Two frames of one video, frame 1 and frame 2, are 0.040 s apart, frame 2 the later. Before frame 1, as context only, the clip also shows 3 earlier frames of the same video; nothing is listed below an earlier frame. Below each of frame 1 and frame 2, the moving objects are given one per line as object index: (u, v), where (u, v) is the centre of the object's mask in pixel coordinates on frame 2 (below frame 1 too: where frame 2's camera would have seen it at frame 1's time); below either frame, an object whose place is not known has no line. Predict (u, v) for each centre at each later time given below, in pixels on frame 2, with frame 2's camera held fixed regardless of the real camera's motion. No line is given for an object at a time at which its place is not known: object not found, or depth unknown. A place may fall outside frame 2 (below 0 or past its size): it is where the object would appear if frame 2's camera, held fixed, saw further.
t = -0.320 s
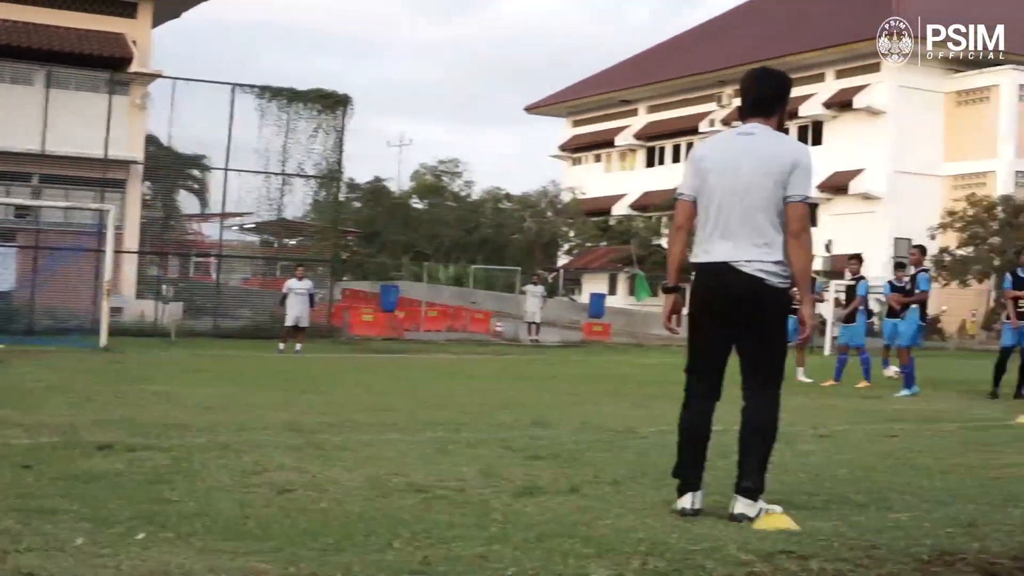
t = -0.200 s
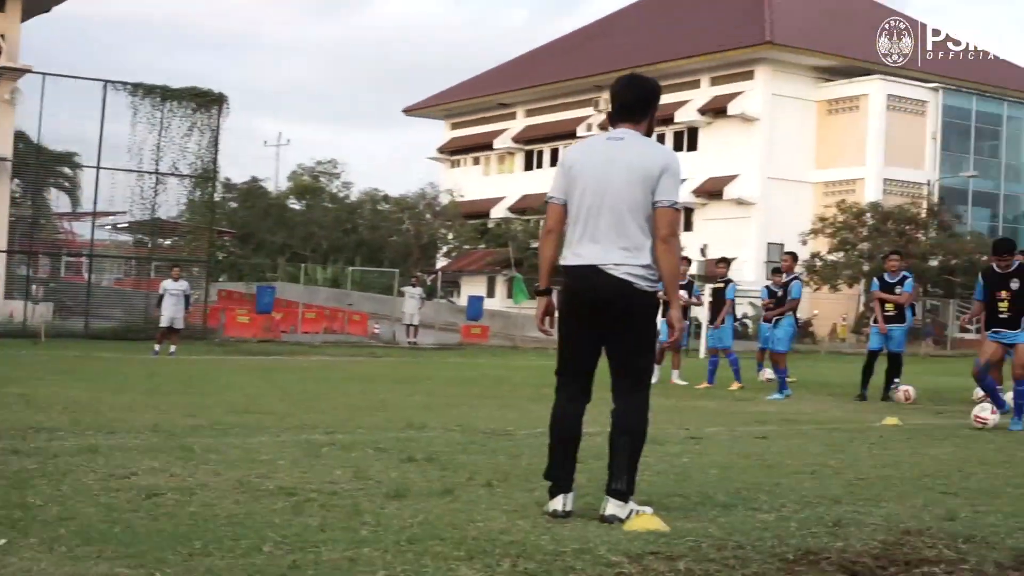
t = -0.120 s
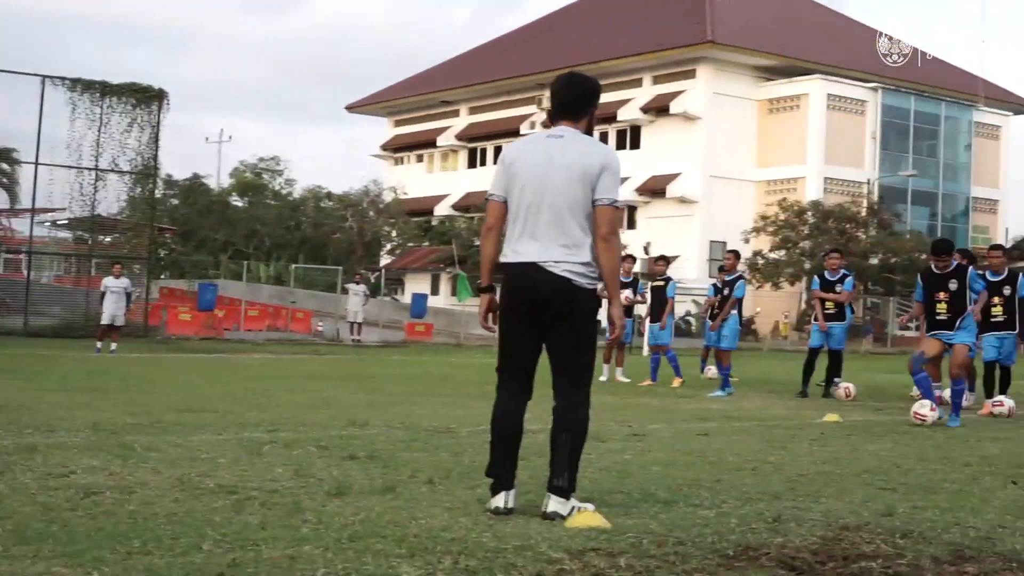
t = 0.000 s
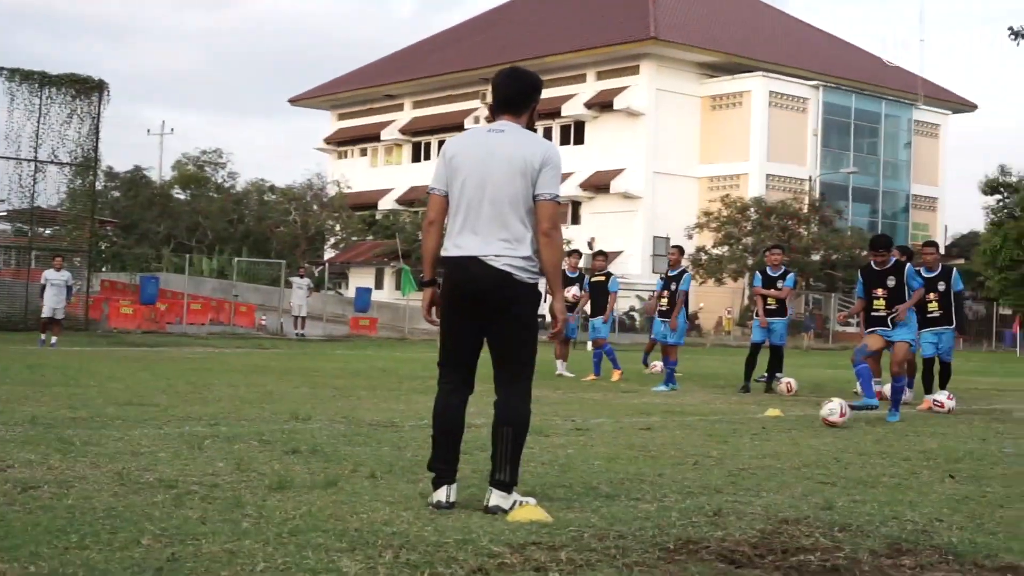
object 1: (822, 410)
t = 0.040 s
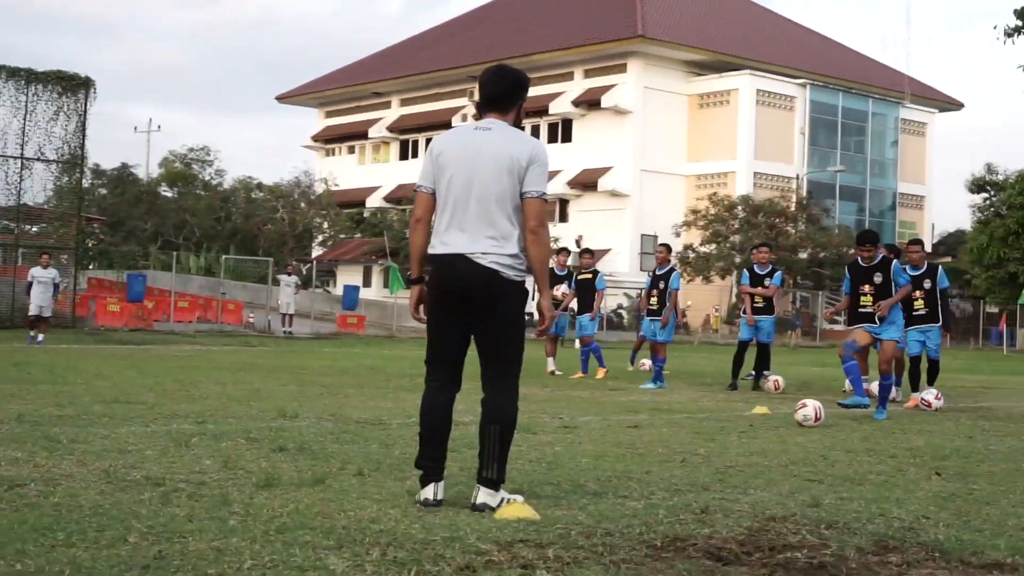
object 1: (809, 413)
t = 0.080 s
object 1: (797, 409)
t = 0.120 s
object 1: (785, 408)
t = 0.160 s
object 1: (773, 409)
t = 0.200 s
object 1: (759, 413)
